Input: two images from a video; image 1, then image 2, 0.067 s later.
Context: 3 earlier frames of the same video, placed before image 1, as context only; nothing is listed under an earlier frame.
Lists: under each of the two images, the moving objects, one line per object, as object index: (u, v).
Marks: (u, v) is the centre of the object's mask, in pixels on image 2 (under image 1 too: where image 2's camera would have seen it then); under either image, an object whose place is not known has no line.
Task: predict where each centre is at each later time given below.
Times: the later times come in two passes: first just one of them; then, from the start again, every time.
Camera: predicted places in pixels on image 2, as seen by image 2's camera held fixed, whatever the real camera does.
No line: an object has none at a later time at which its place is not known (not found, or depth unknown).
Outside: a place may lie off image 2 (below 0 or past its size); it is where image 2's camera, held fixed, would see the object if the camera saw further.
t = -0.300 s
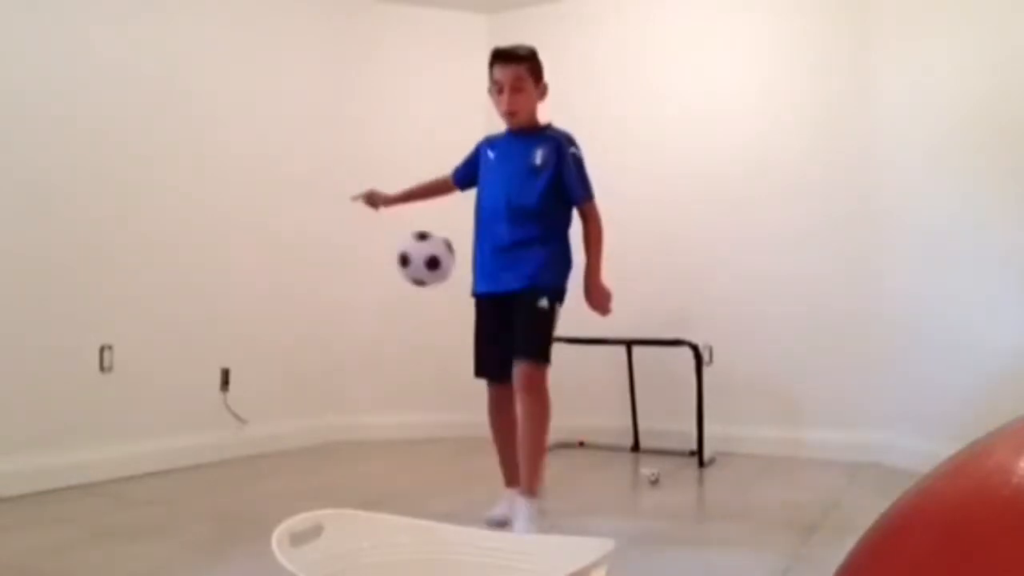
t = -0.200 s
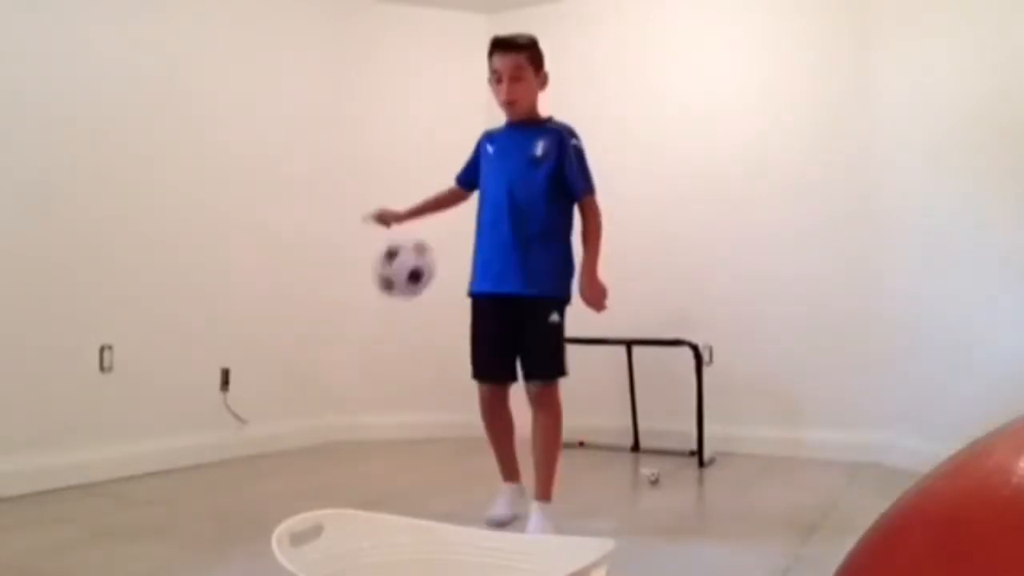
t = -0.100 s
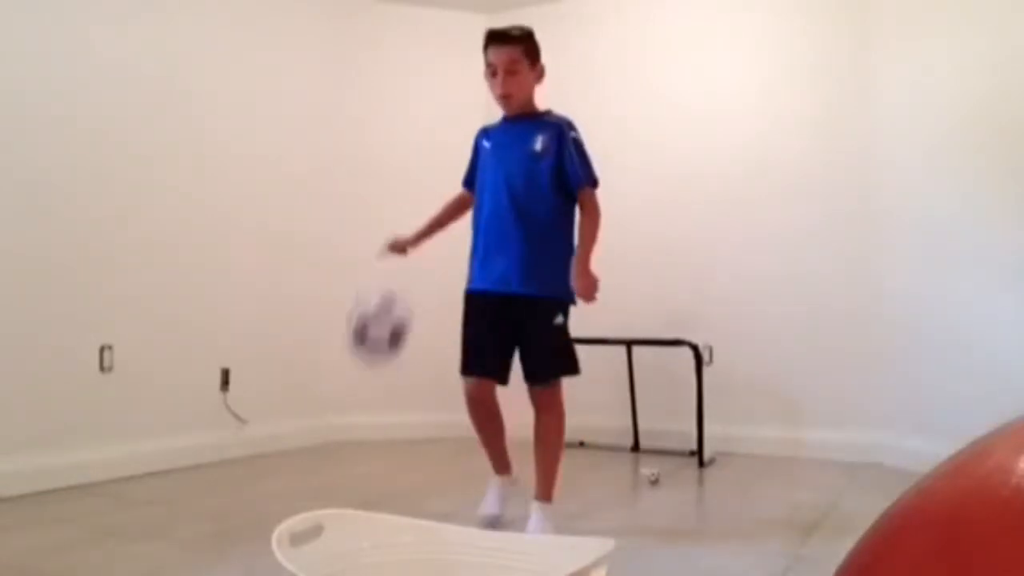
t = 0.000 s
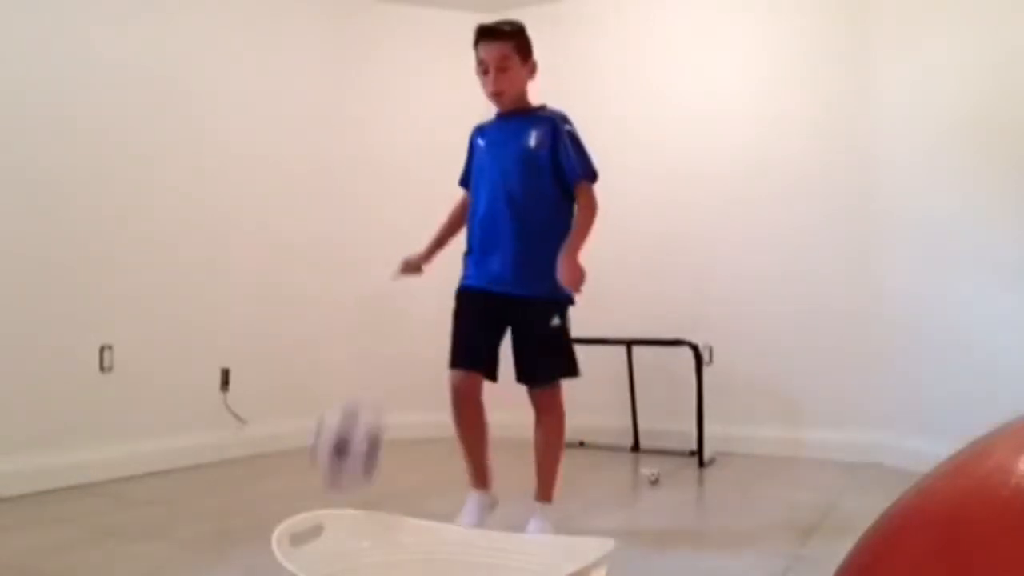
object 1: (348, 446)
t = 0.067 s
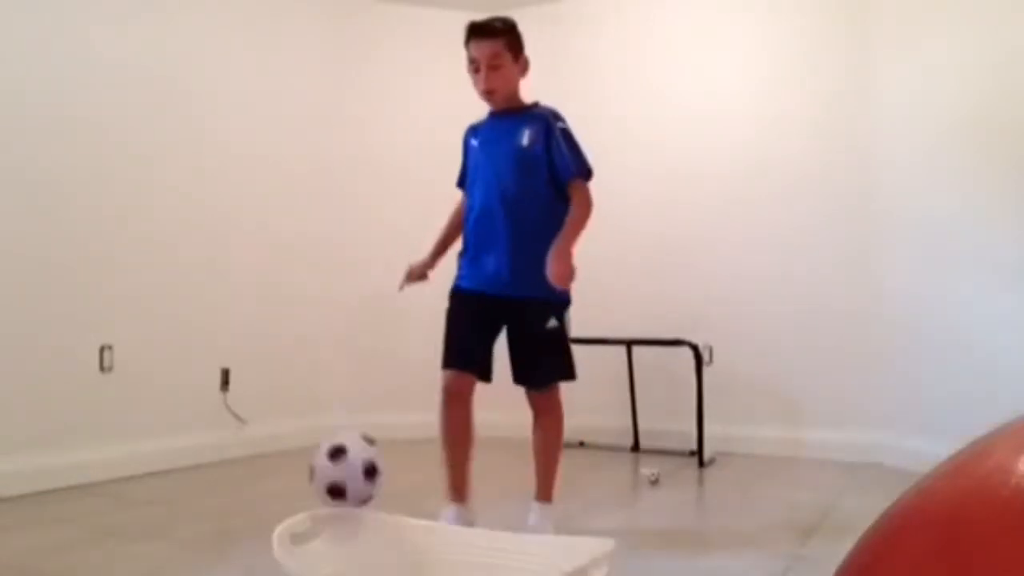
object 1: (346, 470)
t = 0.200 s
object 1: (380, 479)
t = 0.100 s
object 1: (353, 463)
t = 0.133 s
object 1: (362, 462)
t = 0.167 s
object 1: (370, 465)
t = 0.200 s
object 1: (380, 479)
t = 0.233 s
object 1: (388, 500)
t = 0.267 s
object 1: (394, 523)
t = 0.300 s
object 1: (403, 548)
